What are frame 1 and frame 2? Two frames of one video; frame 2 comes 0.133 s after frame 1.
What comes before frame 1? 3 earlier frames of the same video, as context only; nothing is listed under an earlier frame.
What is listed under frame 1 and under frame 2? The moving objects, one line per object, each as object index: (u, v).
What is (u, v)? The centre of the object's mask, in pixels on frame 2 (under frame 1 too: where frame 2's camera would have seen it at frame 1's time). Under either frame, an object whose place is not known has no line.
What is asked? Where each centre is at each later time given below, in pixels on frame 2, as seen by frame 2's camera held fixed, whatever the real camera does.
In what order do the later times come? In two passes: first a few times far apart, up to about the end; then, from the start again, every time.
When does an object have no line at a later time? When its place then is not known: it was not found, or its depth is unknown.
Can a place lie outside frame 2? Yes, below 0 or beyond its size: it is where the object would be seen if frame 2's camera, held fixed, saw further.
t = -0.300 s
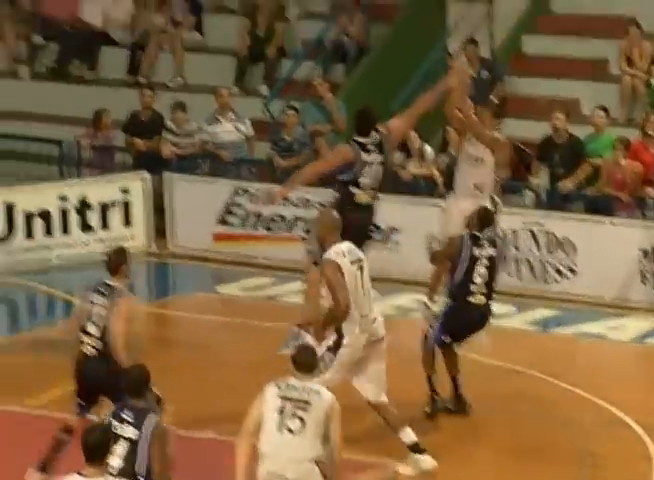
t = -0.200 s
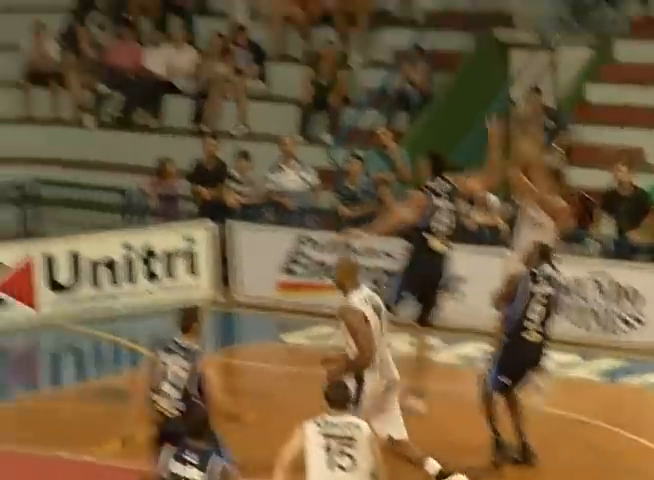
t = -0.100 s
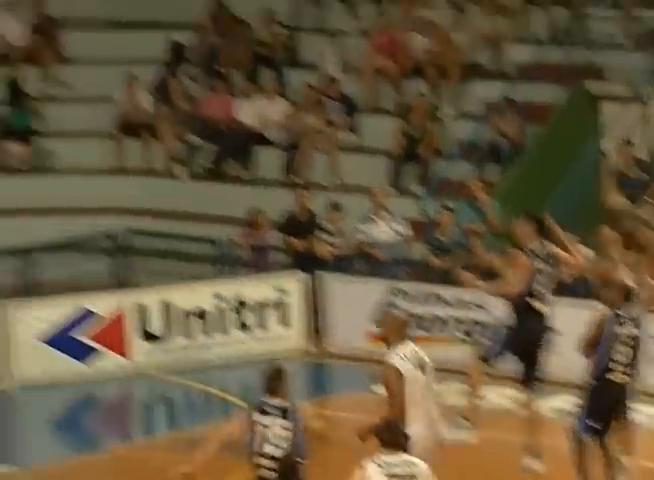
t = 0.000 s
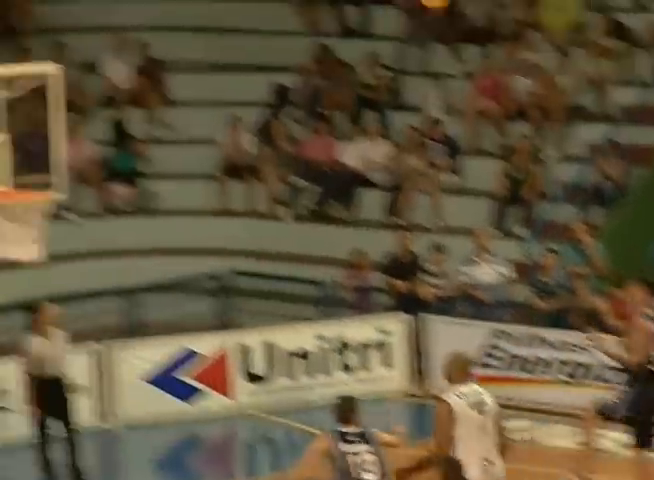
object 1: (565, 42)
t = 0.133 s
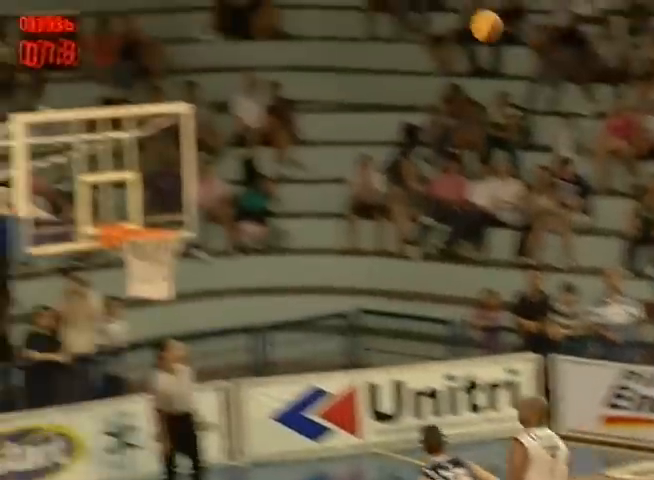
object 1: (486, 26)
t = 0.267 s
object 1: (409, 44)
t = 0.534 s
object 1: (256, 145)
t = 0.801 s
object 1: (199, 229)
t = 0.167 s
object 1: (467, 28)
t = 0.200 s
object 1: (448, 32)
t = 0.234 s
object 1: (429, 38)
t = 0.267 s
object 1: (409, 44)
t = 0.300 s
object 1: (390, 52)
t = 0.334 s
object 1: (371, 61)
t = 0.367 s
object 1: (352, 72)
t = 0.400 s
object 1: (332, 85)
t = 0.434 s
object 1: (314, 98)
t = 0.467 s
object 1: (295, 112)
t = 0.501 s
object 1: (275, 128)
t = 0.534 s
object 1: (256, 145)
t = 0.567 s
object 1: (236, 164)
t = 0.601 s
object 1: (217, 181)
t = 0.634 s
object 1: (202, 208)
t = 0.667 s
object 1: (186, 231)
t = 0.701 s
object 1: (187, 230)
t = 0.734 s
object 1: (191, 230)
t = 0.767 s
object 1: (193, 232)
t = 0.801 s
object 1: (199, 229)
